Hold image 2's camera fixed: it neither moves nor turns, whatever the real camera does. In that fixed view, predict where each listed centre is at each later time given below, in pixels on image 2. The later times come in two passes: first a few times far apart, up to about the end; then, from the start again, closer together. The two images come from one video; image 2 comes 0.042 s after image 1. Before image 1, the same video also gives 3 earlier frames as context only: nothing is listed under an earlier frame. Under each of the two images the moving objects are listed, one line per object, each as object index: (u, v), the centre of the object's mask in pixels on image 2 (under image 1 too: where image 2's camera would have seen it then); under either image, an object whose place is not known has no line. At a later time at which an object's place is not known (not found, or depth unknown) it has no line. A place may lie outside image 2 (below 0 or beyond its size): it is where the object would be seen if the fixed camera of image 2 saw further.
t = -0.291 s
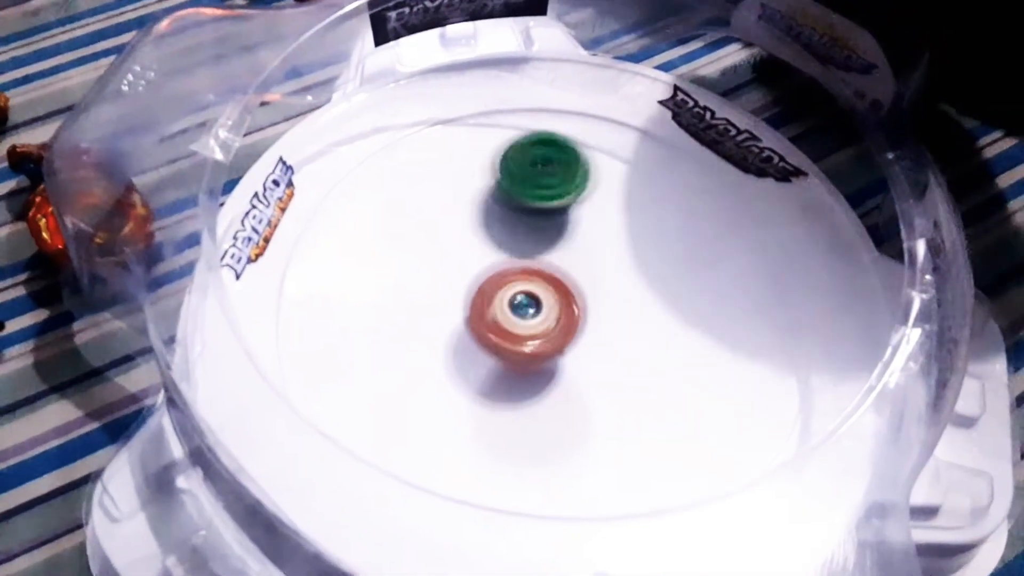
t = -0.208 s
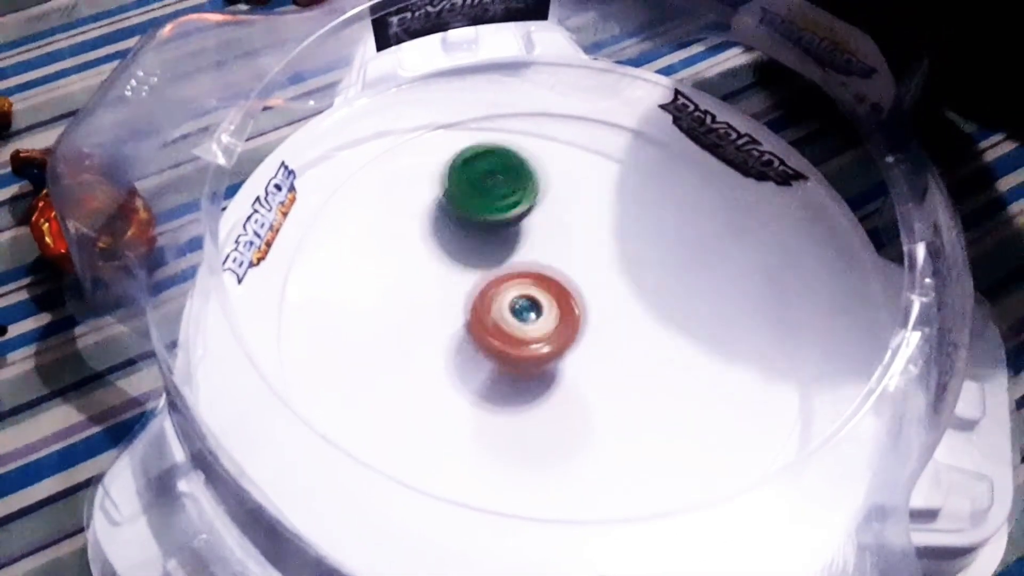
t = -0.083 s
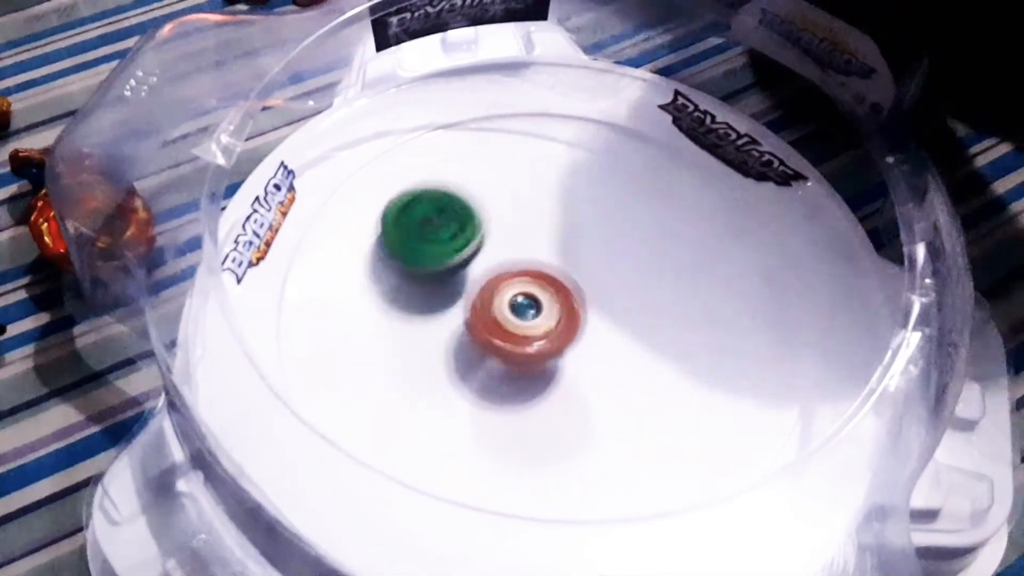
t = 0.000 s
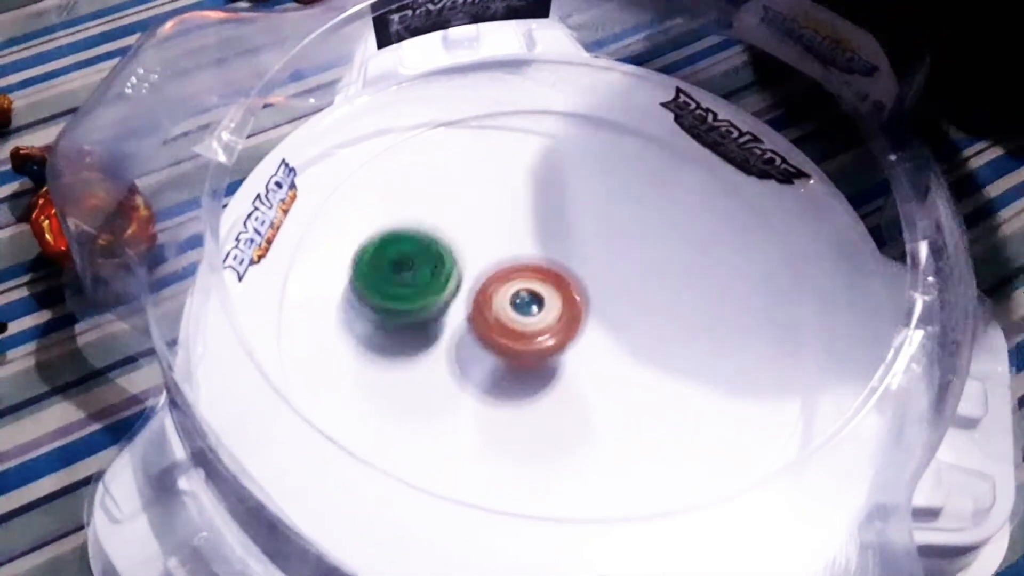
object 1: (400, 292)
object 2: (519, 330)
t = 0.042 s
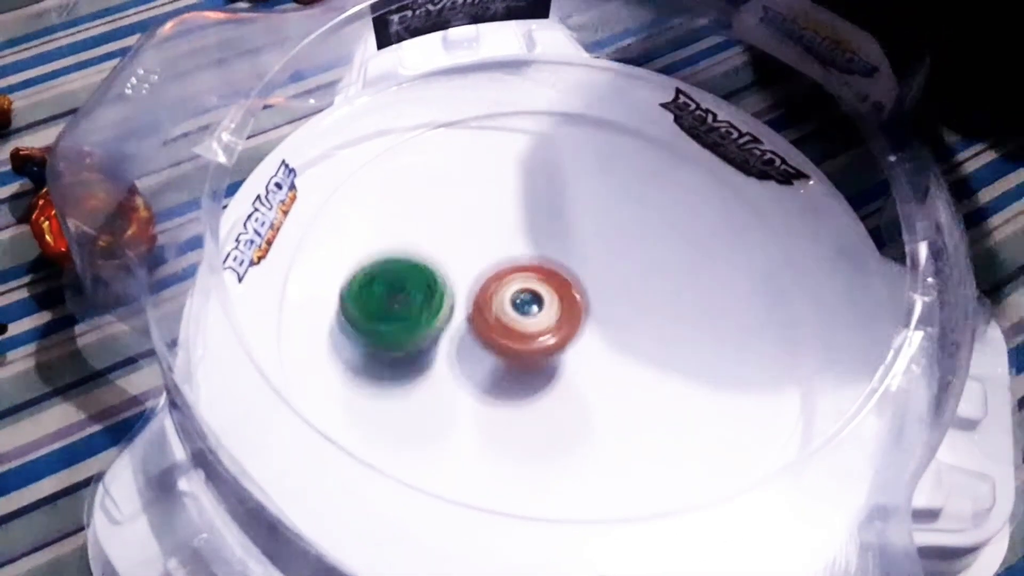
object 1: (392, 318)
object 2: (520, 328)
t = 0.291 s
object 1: (500, 433)
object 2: (524, 312)
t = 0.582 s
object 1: (654, 324)
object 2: (520, 317)
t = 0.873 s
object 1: (536, 191)
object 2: (513, 325)
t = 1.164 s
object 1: (401, 287)
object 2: (515, 329)
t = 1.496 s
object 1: (512, 447)
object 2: (543, 299)
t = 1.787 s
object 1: (650, 349)
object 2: (529, 277)
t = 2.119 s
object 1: (564, 225)
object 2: (489, 291)
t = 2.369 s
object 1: (454, 266)
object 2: (516, 368)
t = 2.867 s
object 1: (510, 415)
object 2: (577, 290)
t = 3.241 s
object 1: (470, 385)
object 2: (544, 233)
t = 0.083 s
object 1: (389, 346)
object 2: (521, 327)
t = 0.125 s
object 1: (398, 371)
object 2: (523, 325)
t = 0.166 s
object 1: (413, 394)
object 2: (525, 322)
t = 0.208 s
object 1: (439, 412)
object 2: (527, 318)
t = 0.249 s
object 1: (468, 424)
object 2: (526, 314)
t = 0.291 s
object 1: (500, 433)
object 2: (524, 312)
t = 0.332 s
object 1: (531, 436)
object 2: (523, 313)
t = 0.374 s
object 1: (561, 429)
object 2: (523, 315)
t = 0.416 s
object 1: (596, 409)
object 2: (523, 316)
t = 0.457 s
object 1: (622, 390)
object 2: (522, 317)
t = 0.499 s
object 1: (642, 368)
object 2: (520, 316)
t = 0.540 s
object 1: (650, 351)
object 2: (520, 317)
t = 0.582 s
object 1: (654, 324)
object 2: (520, 317)
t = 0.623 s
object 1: (651, 291)
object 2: (520, 319)
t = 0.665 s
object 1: (641, 266)
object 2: (518, 319)
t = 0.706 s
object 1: (625, 244)
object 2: (516, 320)
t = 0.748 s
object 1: (607, 225)
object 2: (515, 321)
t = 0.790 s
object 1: (584, 209)
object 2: (515, 322)
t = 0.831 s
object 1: (561, 198)
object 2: (514, 324)
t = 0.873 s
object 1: (536, 191)
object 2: (513, 325)
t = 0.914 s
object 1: (513, 189)
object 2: (514, 325)
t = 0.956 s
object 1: (482, 206)
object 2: (514, 326)
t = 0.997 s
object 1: (461, 216)
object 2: (514, 327)
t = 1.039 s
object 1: (443, 229)
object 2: (513, 327)
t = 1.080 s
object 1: (426, 245)
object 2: (513, 328)
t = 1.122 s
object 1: (411, 265)
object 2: (514, 328)
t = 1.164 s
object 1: (401, 287)
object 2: (515, 329)
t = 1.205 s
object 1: (394, 311)
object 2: (516, 329)
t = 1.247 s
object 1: (395, 338)
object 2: (517, 329)
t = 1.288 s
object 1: (405, 362)
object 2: (521, 328)
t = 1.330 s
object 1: (418, 385)
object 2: (524, 327)
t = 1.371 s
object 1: (442, 403)
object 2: (527, 320)
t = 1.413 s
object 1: (461, 423)
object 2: (529, 316)
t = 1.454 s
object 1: (483, 438)
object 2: (538, 308)
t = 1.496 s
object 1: (512, 447)
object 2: (543, 299)
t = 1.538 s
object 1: (540, 451)
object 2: (545, 290)
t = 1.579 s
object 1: (569, 451)
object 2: (544, 284)
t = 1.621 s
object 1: (599, 437)
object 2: (542, 280)
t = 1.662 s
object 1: (624, 421)
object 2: (539, 277)
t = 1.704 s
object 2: (535, 275)
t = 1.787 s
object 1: (650, 349)
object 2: (529, 277)
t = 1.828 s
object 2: (526, 279)
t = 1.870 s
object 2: (510, 277)
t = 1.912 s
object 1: (646, 285)
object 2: (495, 276)
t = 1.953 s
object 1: (639, 259)
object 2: (484, 278)
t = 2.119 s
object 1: (564, 225)
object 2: (489, 291)
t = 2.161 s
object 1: (543, 221)
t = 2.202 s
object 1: (521, 221)
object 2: (492, 334)
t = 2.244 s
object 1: (500, 225)
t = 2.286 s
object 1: (481, 234)
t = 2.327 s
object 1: (465, 249)
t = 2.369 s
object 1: (454, 266)
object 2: (516, 368)
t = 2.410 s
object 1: (446, 285)
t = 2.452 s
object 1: (438, 300)
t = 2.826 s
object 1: (498, 411)
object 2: (580, 302)
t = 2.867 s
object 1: (510, 415)
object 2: (577, 290)
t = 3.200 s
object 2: (547, 236)
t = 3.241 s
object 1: (470, 385)
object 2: (544, 233)
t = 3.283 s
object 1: (458, 387)
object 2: (543, 234)
